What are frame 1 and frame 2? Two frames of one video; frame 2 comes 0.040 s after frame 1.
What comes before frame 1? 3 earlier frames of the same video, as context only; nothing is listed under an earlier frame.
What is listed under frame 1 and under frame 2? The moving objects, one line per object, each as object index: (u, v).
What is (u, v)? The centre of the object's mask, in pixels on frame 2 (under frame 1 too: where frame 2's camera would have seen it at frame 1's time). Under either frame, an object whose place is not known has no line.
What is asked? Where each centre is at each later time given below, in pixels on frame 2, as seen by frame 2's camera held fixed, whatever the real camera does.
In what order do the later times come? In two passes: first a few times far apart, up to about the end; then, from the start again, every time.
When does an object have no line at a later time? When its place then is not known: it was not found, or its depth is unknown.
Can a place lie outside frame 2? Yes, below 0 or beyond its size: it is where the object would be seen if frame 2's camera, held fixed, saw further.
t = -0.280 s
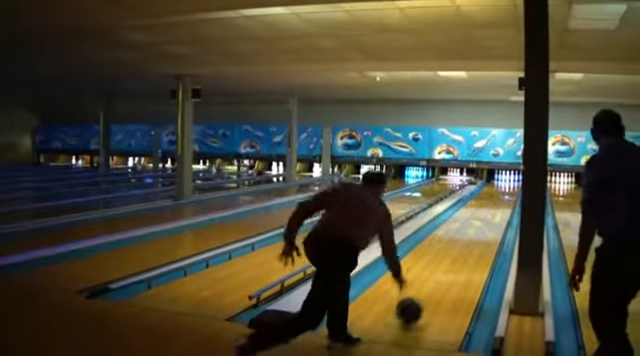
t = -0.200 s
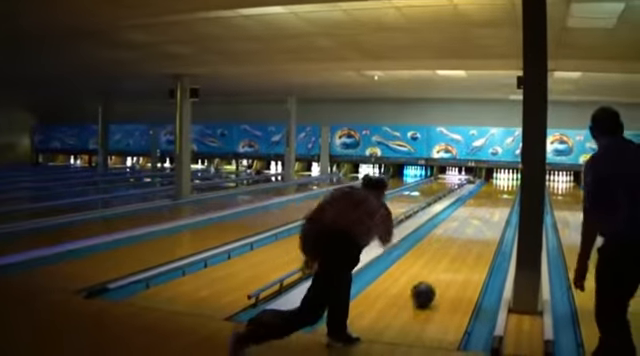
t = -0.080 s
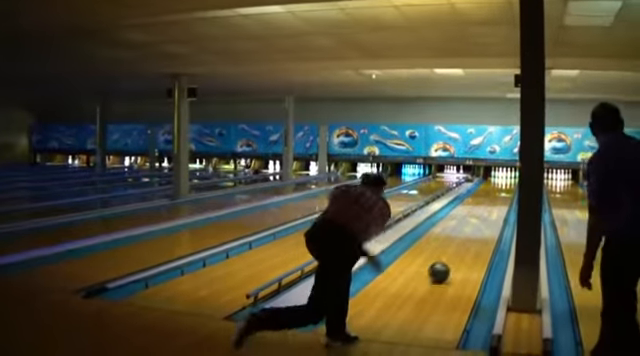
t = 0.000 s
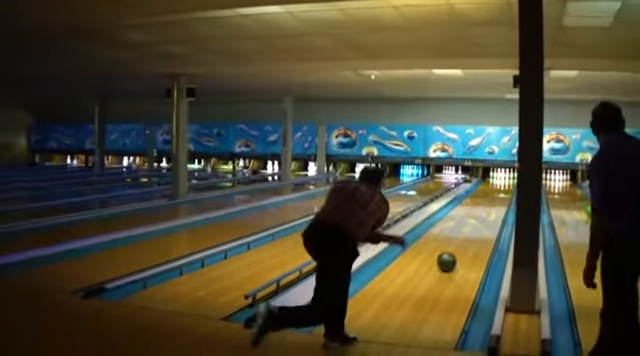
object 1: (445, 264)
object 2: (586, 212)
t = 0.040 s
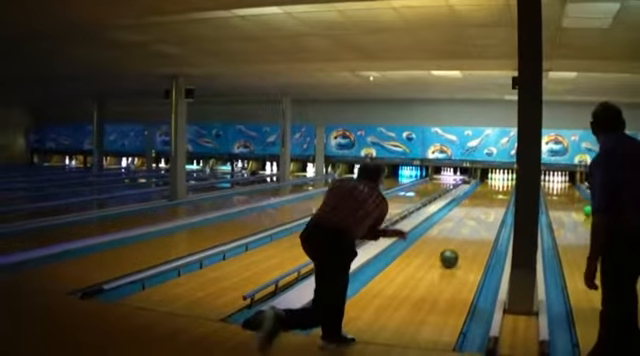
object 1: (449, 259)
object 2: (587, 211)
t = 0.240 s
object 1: (465, 239)
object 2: (586, 206)
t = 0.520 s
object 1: (480, 221)
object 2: (579, 199)
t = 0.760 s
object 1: (488, 211)
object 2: (577, 195)
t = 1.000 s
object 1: (494, 203)
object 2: (575, 191)
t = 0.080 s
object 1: (453, 254)
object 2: (587, 210)
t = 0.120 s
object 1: (456, 250)
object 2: (587, 209)
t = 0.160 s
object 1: (459, 246)
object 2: (585, 207)
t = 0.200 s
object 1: (462, 242)
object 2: (585, 206)
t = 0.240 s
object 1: (465, 239)
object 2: (586, 206)
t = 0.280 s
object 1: (467, 236)
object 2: (586, 206)
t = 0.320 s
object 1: (470, 233)
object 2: (585, 205)
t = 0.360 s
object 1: (472, 230)
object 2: (585, 204)
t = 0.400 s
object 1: (474, 228)
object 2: (583, 203)
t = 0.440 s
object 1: (476, 226)
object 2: (582, 202)
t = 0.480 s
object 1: (478, 223)
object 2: (580, 201)
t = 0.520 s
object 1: (480, 221)
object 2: (579, 199)
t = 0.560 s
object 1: (481, 219)
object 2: (579, 199)
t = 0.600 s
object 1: (483, 217)
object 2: (579, 198)
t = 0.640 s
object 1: (484, 215)
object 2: (578, 197)
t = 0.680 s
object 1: (485, 213)
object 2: (577, 195)
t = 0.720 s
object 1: (487, 212)
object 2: (577, 195)
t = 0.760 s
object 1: (488, 211)
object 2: (577, 195)
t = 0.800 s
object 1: (489, 209)
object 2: (577, 194)
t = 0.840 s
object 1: (490, 208)
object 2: (577, 194)
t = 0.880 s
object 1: (491, 207)
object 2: (576, 193)
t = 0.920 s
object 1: (492, 205)
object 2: (576, 192)
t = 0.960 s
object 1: (493, 204)
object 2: (575, 192)
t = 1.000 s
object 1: (494, 203)
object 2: (575, 191)
